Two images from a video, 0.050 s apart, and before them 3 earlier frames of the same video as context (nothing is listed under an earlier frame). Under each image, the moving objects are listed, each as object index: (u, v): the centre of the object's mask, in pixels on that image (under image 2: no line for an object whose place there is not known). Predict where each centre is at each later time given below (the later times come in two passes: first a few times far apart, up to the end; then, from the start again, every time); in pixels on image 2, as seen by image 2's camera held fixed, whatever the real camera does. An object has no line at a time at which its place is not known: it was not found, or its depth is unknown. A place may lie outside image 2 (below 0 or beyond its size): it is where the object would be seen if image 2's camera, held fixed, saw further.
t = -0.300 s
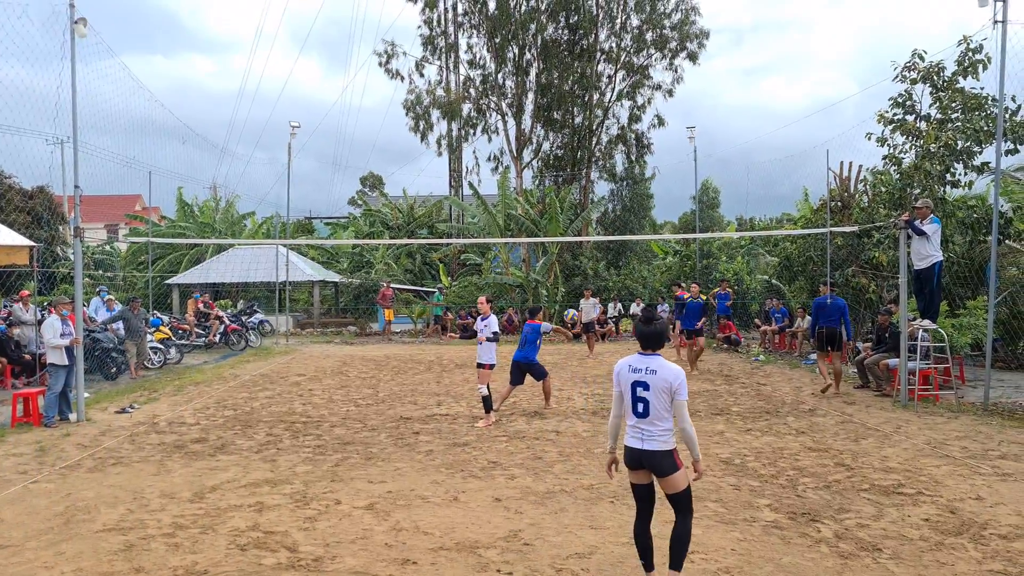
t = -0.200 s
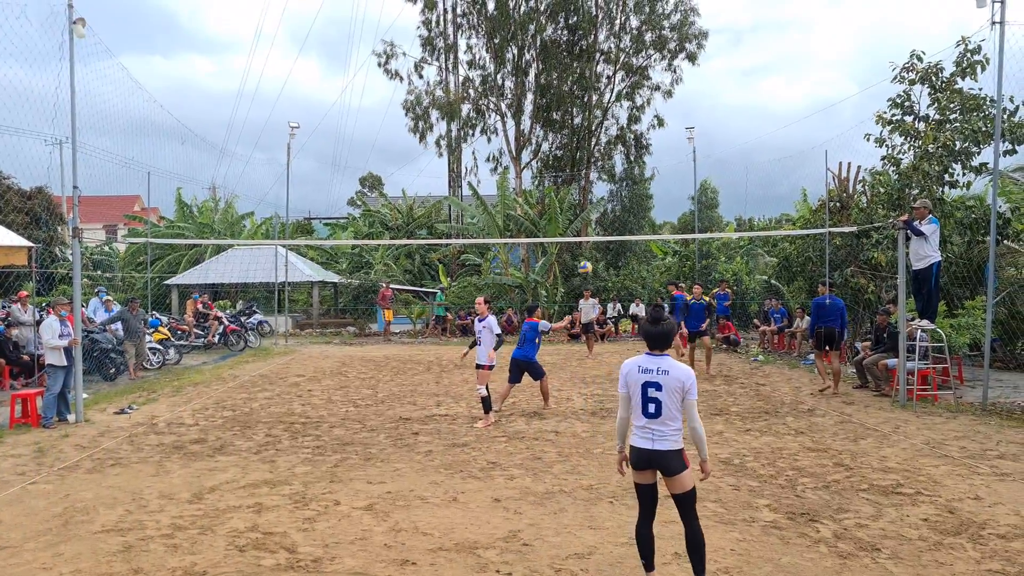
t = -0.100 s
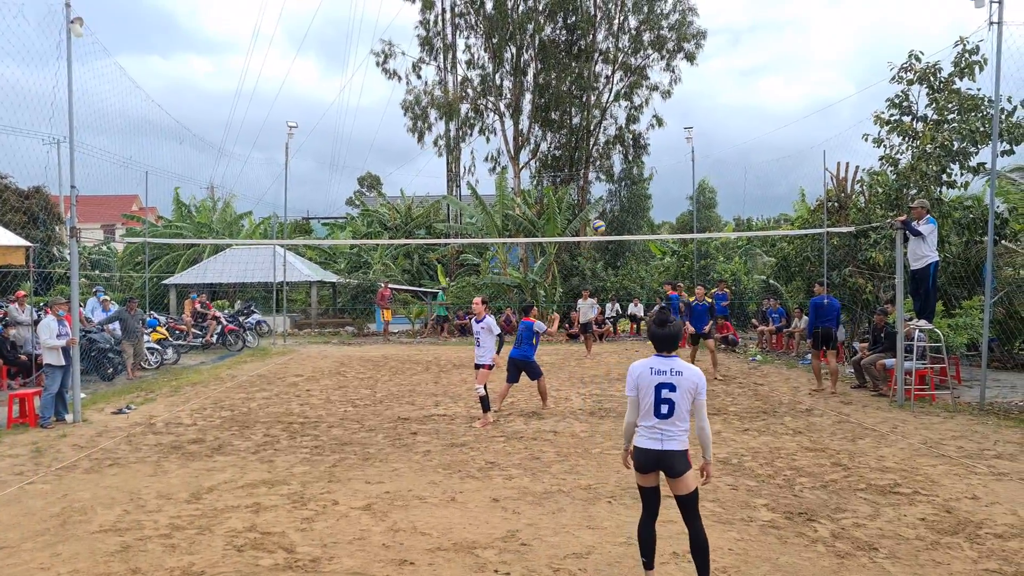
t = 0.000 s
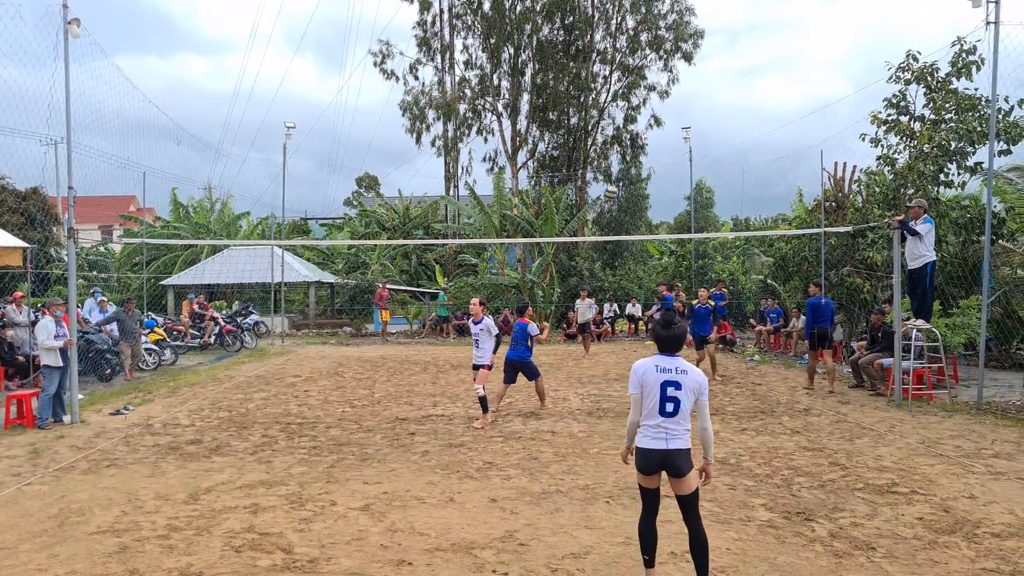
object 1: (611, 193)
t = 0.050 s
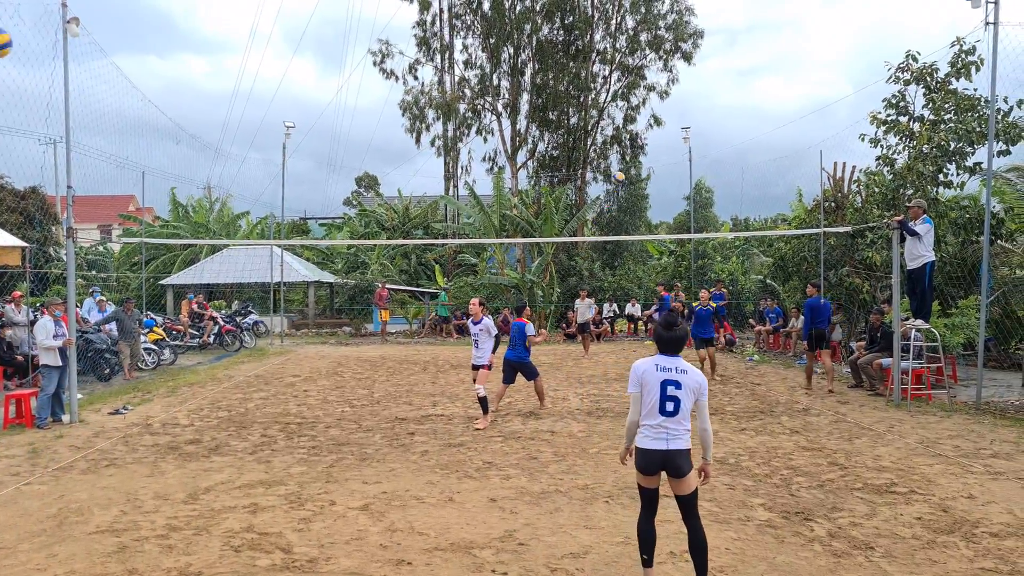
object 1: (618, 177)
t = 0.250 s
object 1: (648, 139)
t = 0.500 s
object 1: (685, 125)
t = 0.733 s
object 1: (718, 149)
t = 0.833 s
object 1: (732, 170)
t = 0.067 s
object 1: (620, 174)
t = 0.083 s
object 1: (623, 170)
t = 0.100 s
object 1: (625, 165)
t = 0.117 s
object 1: (627, 162)
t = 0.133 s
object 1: (630, 158)
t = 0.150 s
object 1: (633, 155)
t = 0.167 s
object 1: (635, 152)
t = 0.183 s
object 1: (637, 149)
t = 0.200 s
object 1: (640, 146)
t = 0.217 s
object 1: (642, 144)
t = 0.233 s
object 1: (645, 140)
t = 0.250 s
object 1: (648, 139)
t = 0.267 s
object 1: (650, 136)
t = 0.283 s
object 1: (652, 134)
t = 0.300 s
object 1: (654, 131)
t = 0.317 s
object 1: (657, 130)
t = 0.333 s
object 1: (660, 128)
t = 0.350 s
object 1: (662, 127)
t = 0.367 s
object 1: (664, 126)
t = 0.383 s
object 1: (667, 126)
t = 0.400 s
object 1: (670, 125)
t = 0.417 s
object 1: (672, 124)
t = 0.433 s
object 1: (674, 124)
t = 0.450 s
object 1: (677, 124)
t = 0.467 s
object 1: (679, 124)
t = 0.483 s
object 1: (682, 124)
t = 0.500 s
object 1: (685, 125)
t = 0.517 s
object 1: (687, 125)
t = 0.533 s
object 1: (689, 126)
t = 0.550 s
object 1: (692, 127)
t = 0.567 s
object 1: (695, 128)
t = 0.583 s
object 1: (697, 129)
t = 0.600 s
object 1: (699, 131)
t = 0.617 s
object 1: (702, 132)
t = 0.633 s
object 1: (704, 134)
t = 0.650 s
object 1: (706, 136)
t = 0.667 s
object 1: (709, 138)
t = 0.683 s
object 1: (711, 141)
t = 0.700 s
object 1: (714, 143)
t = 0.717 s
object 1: (716, 146)
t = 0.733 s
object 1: (718, 149)
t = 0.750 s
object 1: (721, 152)
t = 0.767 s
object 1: (723, 155)
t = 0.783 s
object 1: (725, 158)
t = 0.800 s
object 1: (728, 162)
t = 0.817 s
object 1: (730, 166)
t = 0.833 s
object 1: (732, 170)
